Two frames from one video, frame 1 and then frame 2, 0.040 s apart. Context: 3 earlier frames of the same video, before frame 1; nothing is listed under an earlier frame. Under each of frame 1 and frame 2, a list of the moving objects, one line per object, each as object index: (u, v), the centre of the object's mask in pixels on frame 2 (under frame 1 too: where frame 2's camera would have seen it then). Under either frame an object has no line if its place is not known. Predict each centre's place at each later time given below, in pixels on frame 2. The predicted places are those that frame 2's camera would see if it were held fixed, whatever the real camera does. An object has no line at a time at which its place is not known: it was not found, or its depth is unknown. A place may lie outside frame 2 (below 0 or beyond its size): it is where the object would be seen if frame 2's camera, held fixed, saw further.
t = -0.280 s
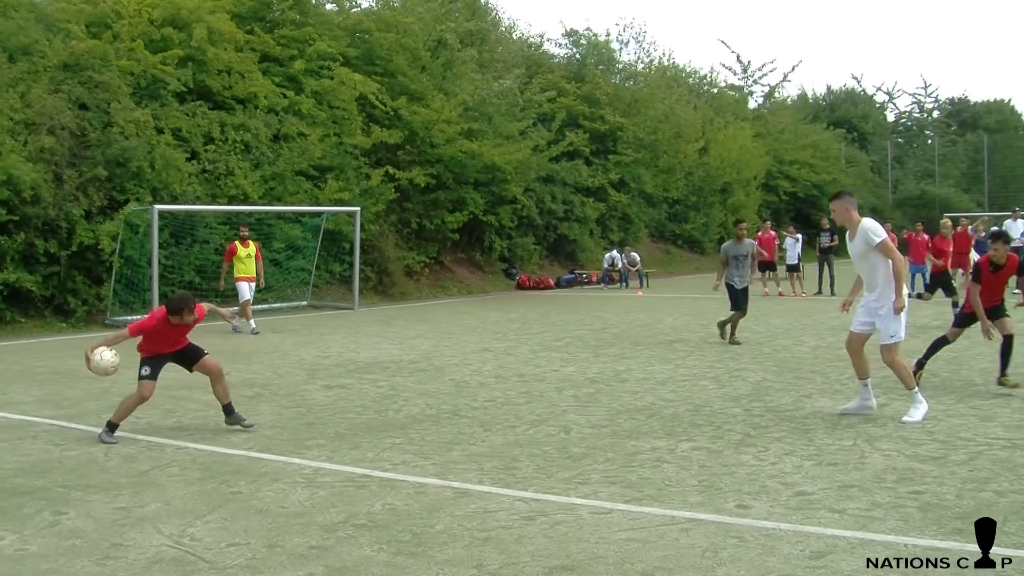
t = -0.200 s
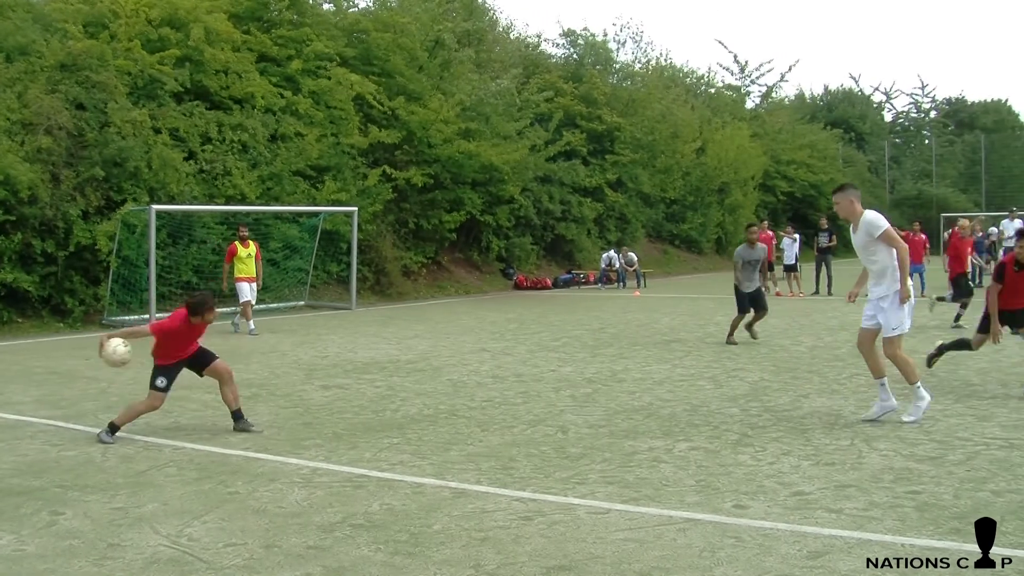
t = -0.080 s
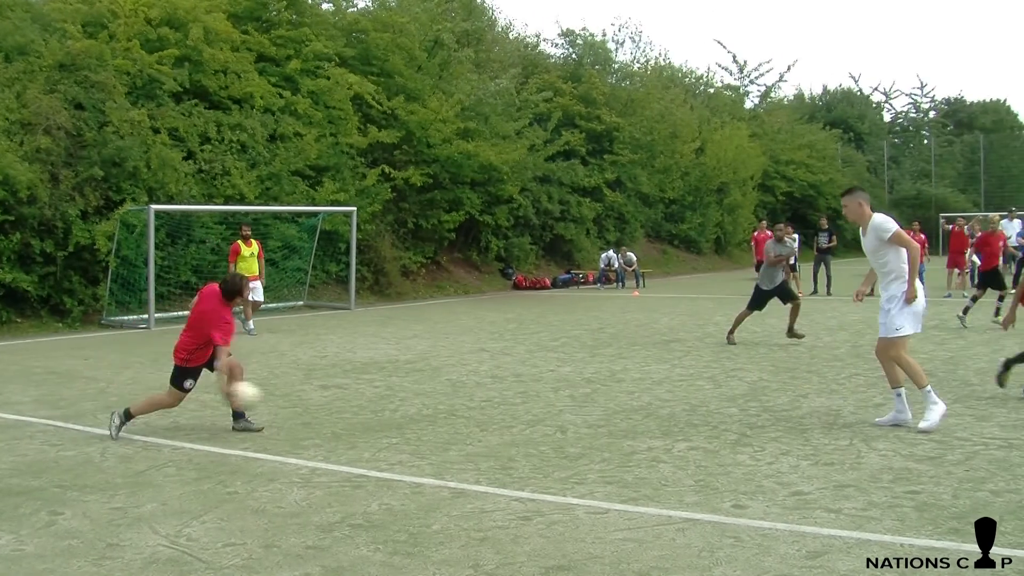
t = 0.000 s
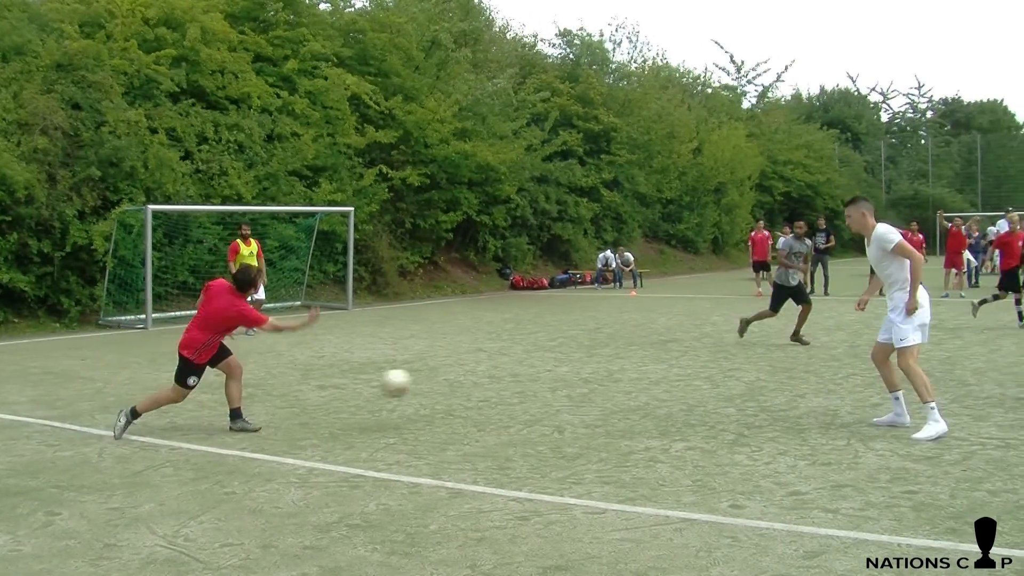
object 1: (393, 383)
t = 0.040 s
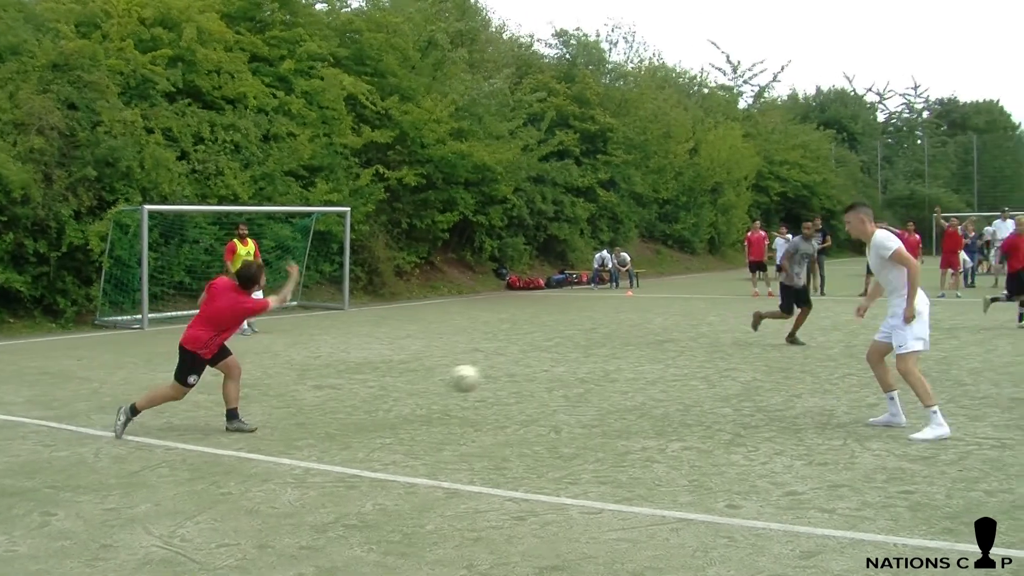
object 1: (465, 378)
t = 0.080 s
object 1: (532, 375)
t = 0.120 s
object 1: (596, 375)
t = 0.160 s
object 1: (655, 378)
